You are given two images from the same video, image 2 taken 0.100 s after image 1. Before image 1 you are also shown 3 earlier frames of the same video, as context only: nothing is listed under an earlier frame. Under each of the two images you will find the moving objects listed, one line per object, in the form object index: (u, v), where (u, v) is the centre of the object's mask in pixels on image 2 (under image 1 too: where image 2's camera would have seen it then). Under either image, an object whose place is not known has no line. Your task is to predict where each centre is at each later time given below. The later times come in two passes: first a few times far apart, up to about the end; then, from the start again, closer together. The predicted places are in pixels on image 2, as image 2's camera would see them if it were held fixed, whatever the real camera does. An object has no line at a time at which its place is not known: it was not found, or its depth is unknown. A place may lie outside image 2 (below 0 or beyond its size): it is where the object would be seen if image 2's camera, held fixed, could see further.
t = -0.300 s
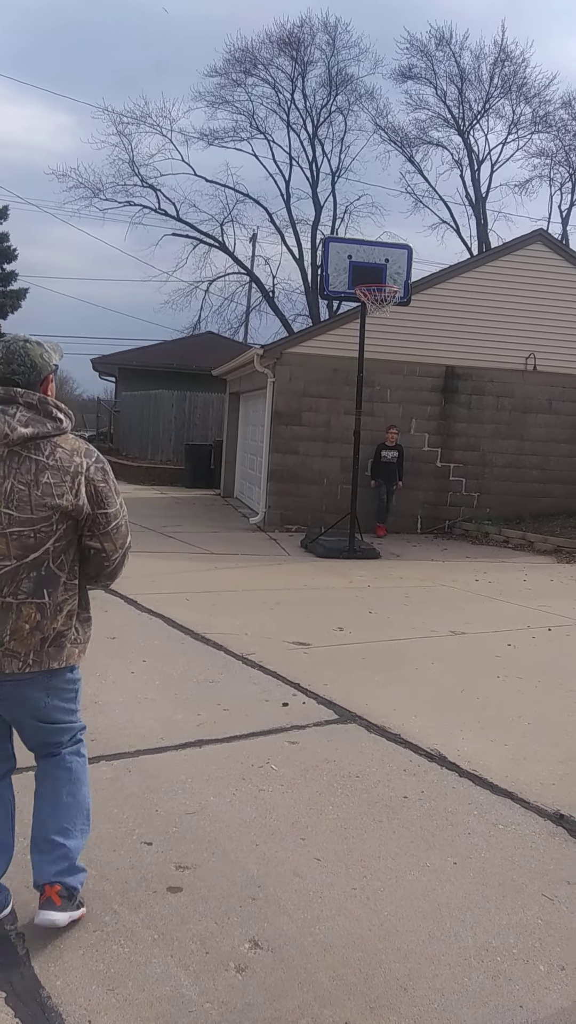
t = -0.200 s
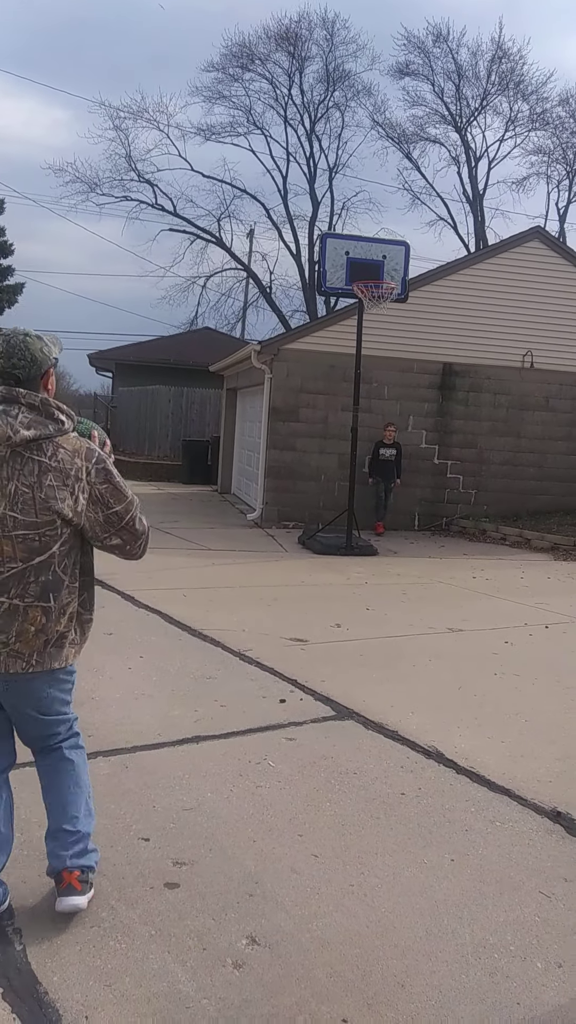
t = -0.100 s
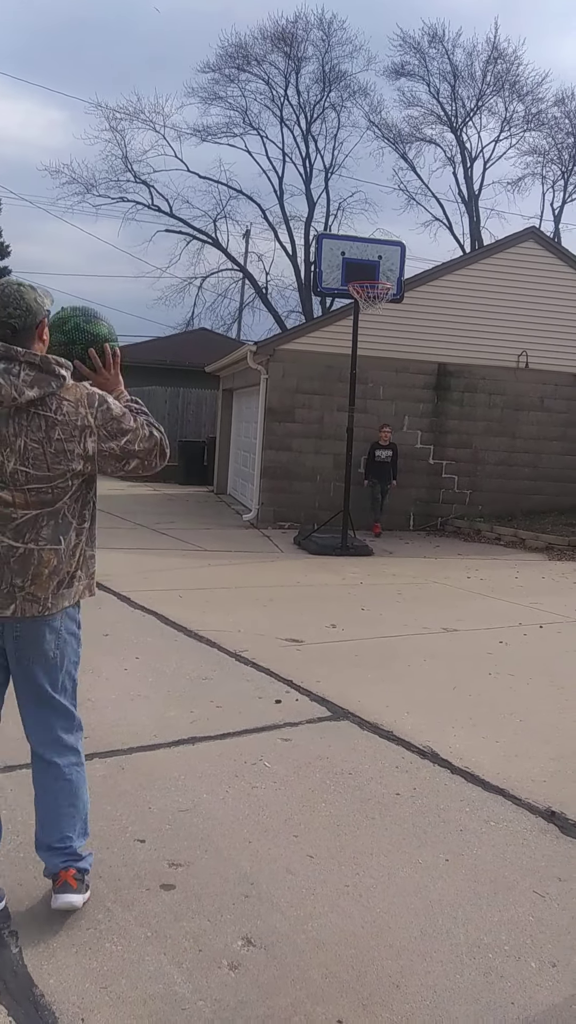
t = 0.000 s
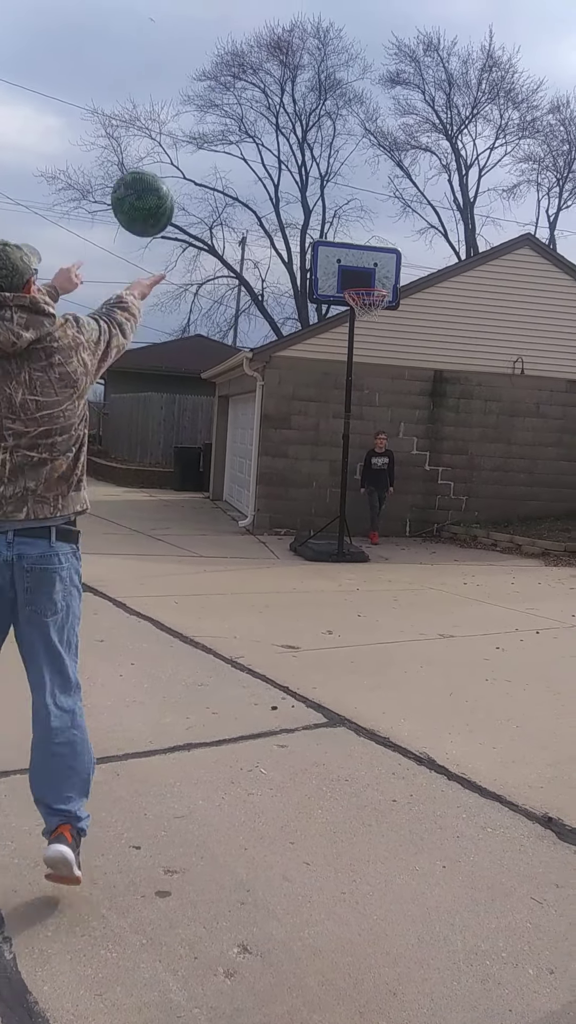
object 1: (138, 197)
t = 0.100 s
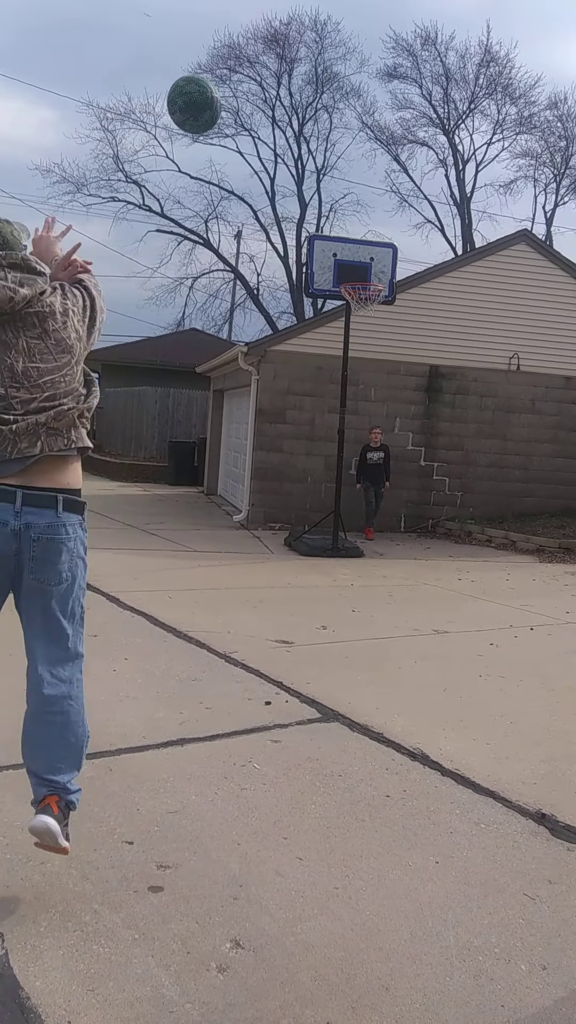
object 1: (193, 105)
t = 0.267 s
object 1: (260, 35)
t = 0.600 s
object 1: (332, 48)
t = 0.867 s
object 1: (362, 136)
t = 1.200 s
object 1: (385, 275)
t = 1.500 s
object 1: (411, 270)
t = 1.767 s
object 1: (436, 319)
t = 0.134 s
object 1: (210, 85)
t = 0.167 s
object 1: (223, 67)
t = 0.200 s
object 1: (235, 54)
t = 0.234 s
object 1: (248, 43)
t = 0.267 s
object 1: (260, 35)
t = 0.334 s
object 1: (279, 25)
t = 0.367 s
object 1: (288, 23)
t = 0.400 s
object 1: (296, 22)
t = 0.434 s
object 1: (303, 23)
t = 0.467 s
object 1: (309, 26)
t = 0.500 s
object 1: (316, 29)
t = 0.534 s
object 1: (323, 34)
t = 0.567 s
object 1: (329, 40)
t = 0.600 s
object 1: (332, 48)
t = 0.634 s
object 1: (337, 56)
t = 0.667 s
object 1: (344, 65)
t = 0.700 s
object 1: (348, 75)
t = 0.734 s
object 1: (350, 86)
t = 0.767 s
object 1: (354, 97)
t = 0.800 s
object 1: (357, 110)
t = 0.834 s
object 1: (360, 122)
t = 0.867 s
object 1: (362, 136)
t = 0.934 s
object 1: (371, 164)
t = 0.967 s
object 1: (372, 180)
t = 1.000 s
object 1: (373, 195)
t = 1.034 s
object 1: (377, 211)
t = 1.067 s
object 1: (380, 227)
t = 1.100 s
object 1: (380, 244)
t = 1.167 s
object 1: (381, 277)
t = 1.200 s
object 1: (385, 275)
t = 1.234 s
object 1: (387, 273)
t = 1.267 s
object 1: (389, 271)
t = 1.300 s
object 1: (390, 271)
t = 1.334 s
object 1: (392, 272)
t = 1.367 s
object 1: (395, 270)
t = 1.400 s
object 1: (399, 269)
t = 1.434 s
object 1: (403, 269)
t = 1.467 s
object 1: (406, 269)
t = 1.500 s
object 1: (411, 270)
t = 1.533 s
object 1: (414, 274)
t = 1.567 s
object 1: (417, 277)
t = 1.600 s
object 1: (421, 282)
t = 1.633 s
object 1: (423, 287)
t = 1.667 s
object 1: (427, 294)
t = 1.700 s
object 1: (430, 301)
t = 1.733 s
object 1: (433, 309)
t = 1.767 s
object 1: (436, 319)
